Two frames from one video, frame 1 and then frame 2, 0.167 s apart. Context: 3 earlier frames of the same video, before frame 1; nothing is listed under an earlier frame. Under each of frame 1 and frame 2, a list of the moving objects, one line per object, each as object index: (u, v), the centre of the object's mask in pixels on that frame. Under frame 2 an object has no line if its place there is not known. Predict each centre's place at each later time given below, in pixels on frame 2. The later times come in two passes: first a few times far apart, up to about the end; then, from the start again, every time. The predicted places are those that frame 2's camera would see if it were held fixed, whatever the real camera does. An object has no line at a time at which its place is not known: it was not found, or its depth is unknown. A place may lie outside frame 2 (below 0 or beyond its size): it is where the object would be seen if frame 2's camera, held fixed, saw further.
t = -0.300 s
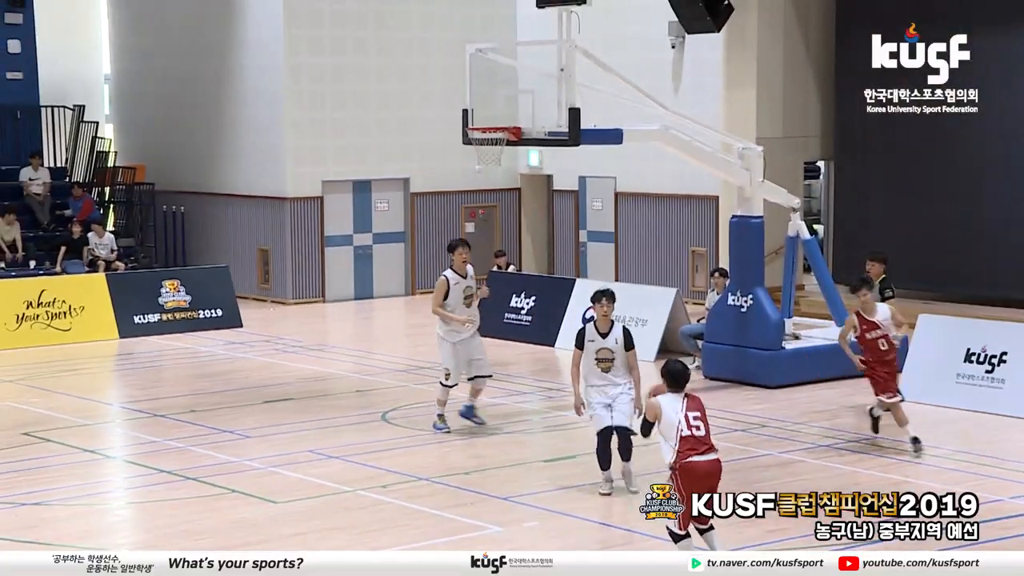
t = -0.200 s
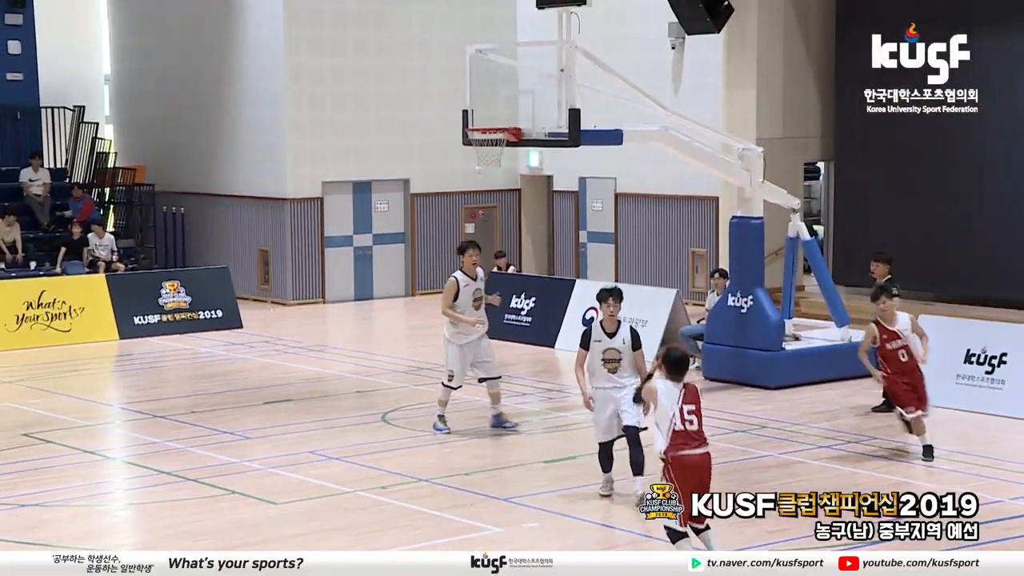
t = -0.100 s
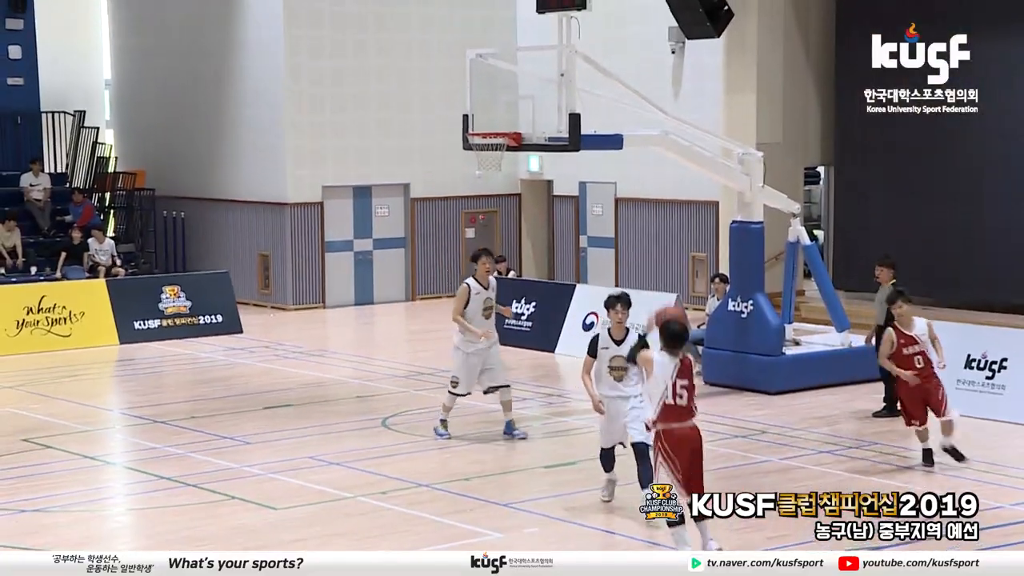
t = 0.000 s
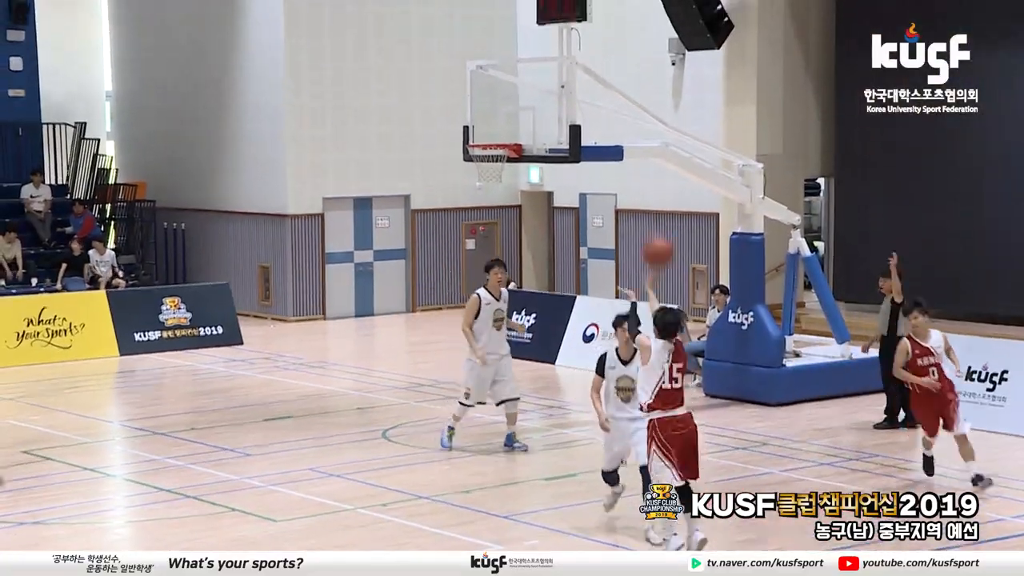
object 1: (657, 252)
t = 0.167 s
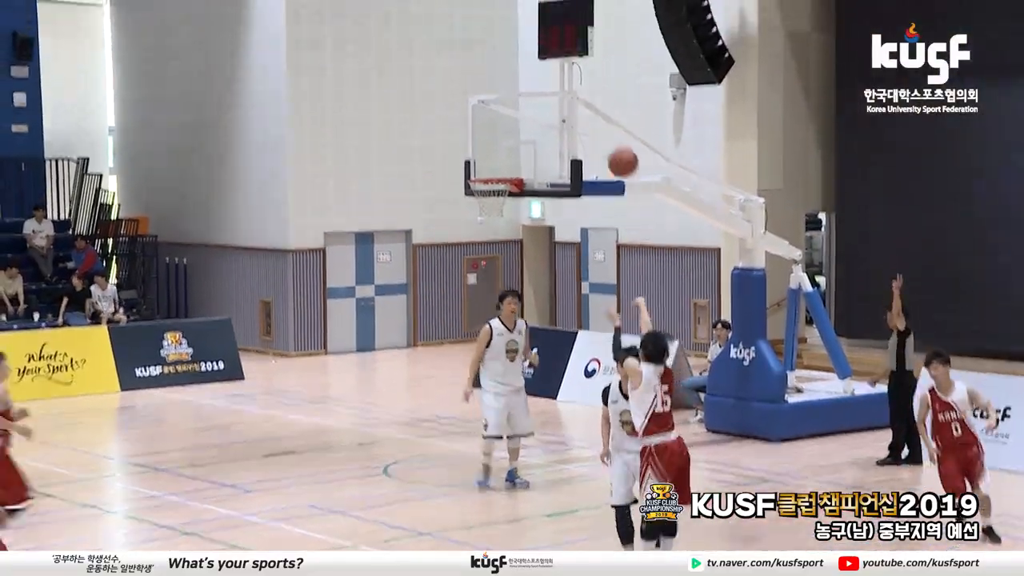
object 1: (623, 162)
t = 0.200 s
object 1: (617, 143)
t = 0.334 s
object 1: (593, 82)
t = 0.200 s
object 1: (617, 143)
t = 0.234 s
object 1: (610, 126)
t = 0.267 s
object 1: (604, 110)
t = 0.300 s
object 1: (599, 96)
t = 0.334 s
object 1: (593, 82)
